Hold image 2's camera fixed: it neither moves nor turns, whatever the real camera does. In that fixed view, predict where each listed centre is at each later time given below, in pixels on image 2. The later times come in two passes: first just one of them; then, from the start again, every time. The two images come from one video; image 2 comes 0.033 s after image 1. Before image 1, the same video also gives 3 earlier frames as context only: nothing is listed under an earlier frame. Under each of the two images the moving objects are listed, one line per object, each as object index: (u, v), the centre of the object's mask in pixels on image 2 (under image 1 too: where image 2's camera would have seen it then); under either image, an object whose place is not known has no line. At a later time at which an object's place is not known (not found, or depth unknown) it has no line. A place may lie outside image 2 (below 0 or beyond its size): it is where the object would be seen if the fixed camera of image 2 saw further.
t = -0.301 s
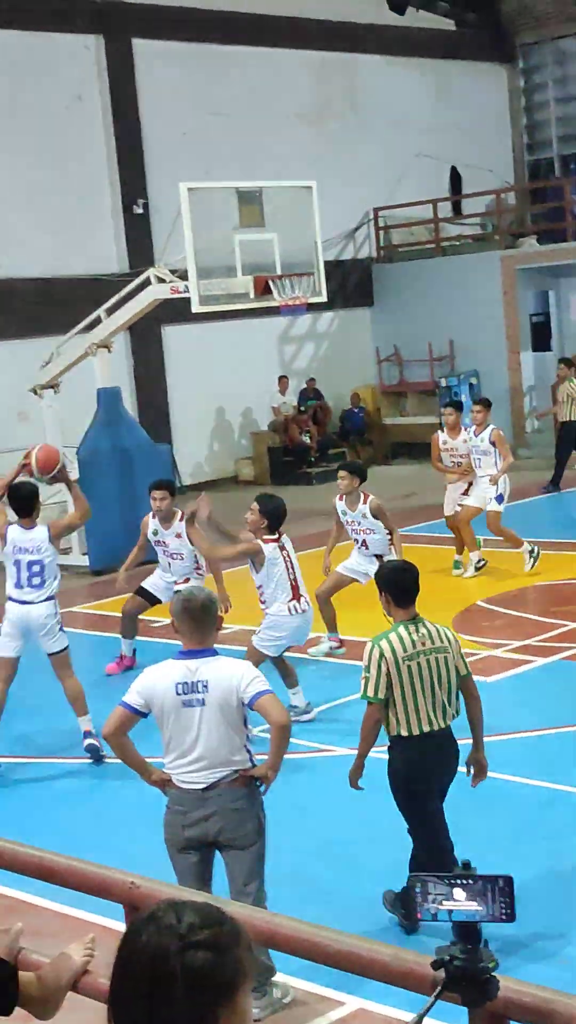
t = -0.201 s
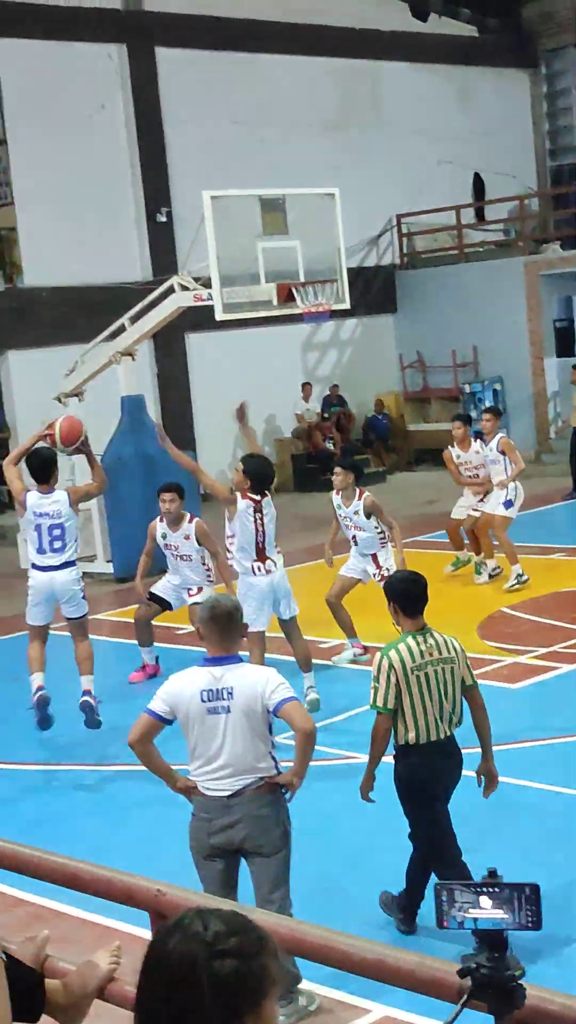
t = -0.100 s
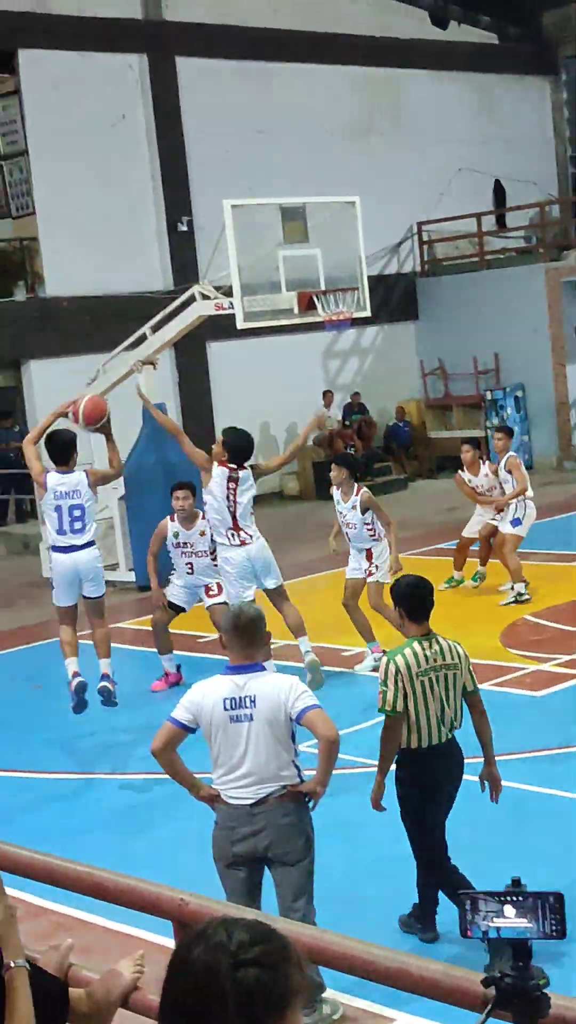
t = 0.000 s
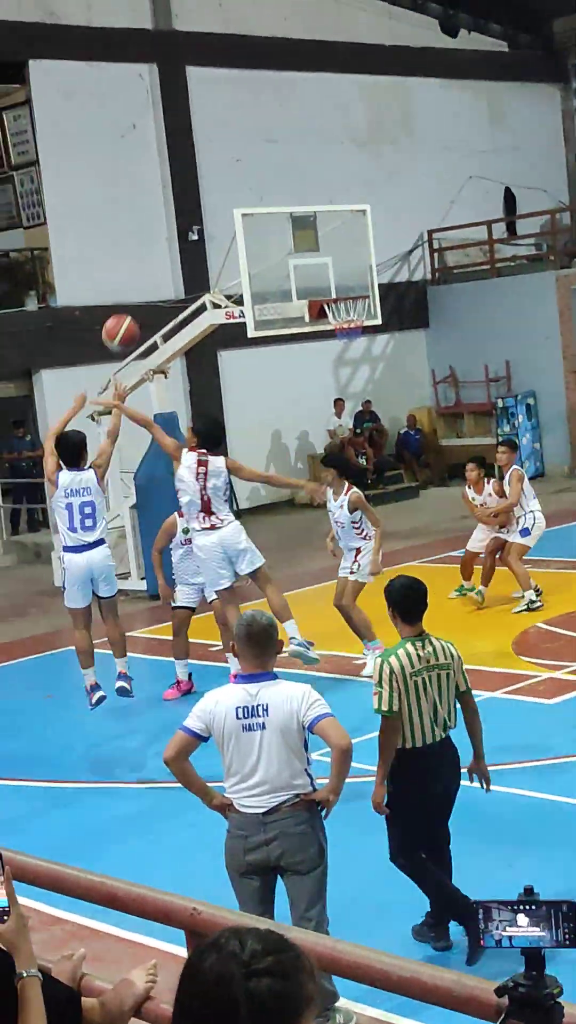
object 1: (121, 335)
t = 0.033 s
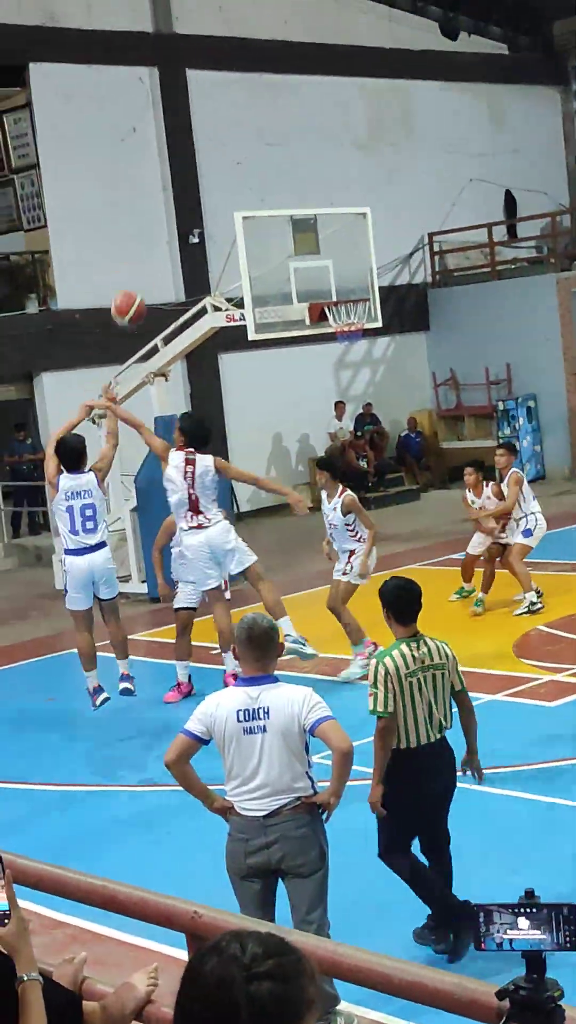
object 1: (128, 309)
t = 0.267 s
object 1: (170, 185)
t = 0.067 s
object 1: (134, 284)
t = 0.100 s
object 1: (141, 263)
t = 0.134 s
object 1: (147, 243)
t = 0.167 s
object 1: (153, 226)
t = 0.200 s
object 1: (159, 211)
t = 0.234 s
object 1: (165, 197)
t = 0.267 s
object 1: (170, 185)
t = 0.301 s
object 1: (176, 177)
